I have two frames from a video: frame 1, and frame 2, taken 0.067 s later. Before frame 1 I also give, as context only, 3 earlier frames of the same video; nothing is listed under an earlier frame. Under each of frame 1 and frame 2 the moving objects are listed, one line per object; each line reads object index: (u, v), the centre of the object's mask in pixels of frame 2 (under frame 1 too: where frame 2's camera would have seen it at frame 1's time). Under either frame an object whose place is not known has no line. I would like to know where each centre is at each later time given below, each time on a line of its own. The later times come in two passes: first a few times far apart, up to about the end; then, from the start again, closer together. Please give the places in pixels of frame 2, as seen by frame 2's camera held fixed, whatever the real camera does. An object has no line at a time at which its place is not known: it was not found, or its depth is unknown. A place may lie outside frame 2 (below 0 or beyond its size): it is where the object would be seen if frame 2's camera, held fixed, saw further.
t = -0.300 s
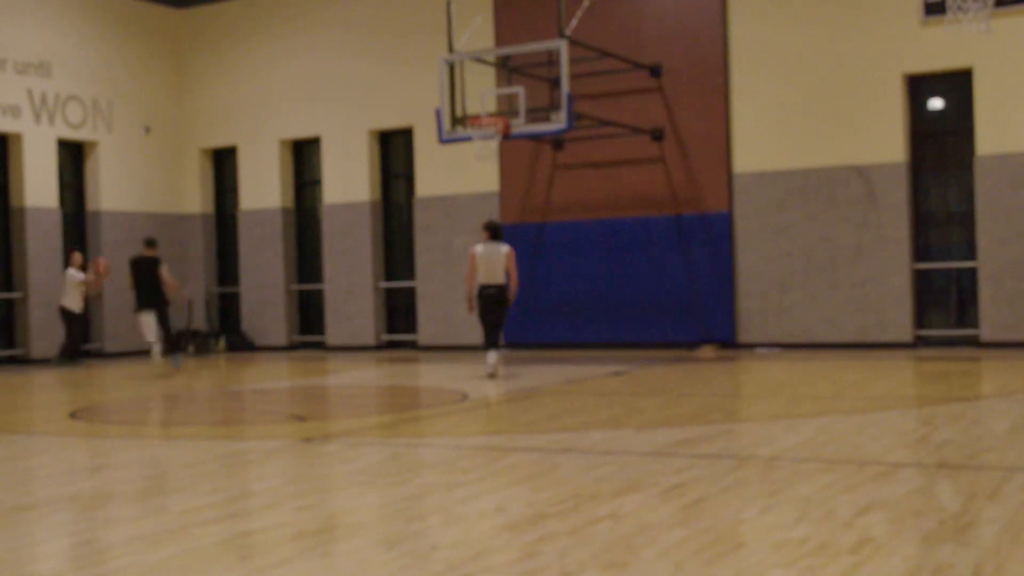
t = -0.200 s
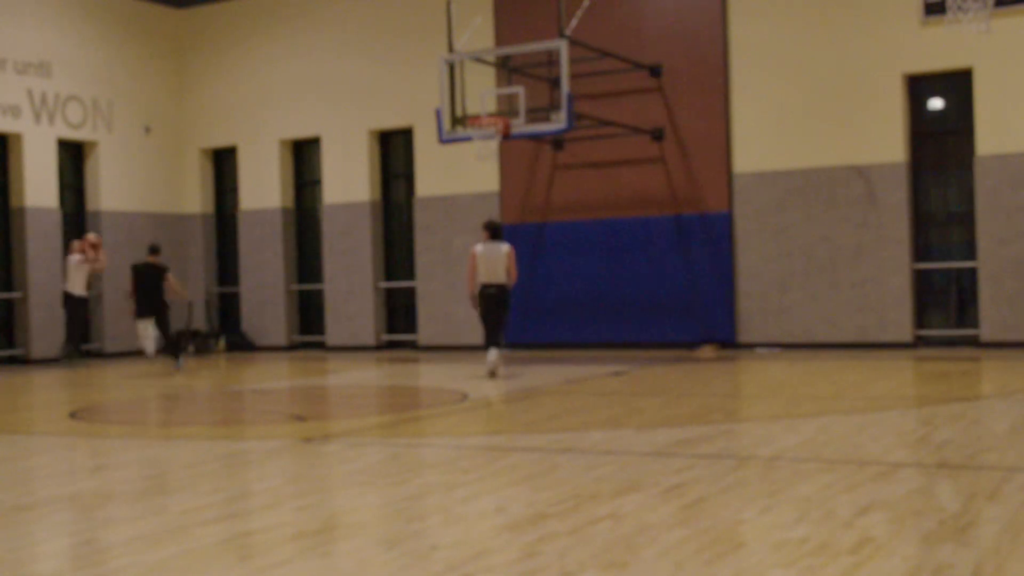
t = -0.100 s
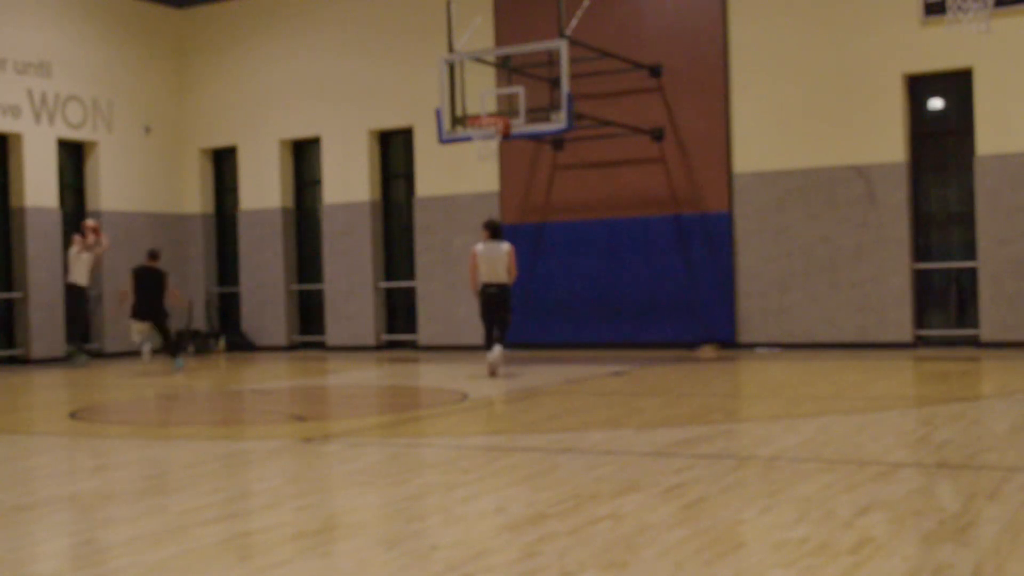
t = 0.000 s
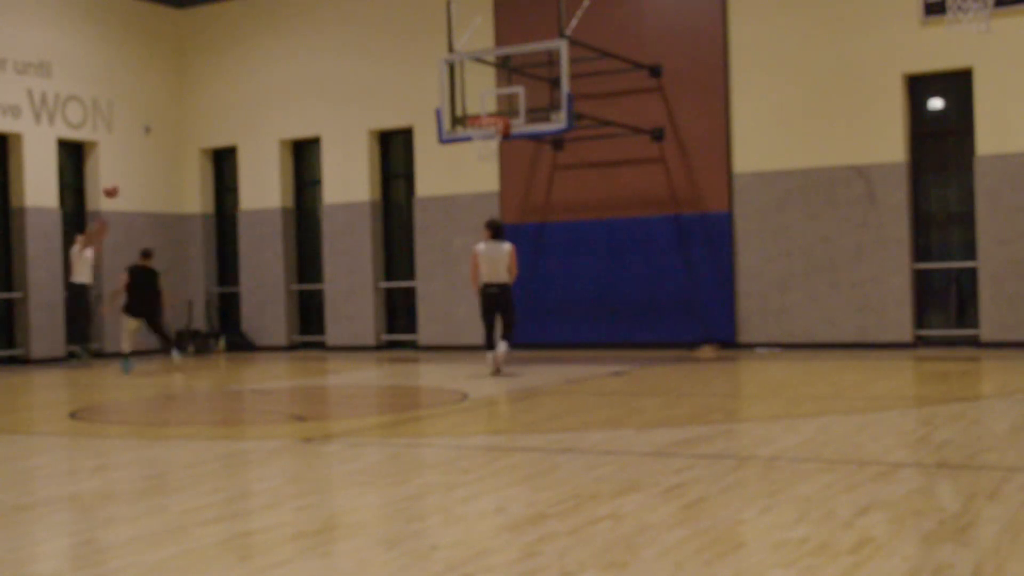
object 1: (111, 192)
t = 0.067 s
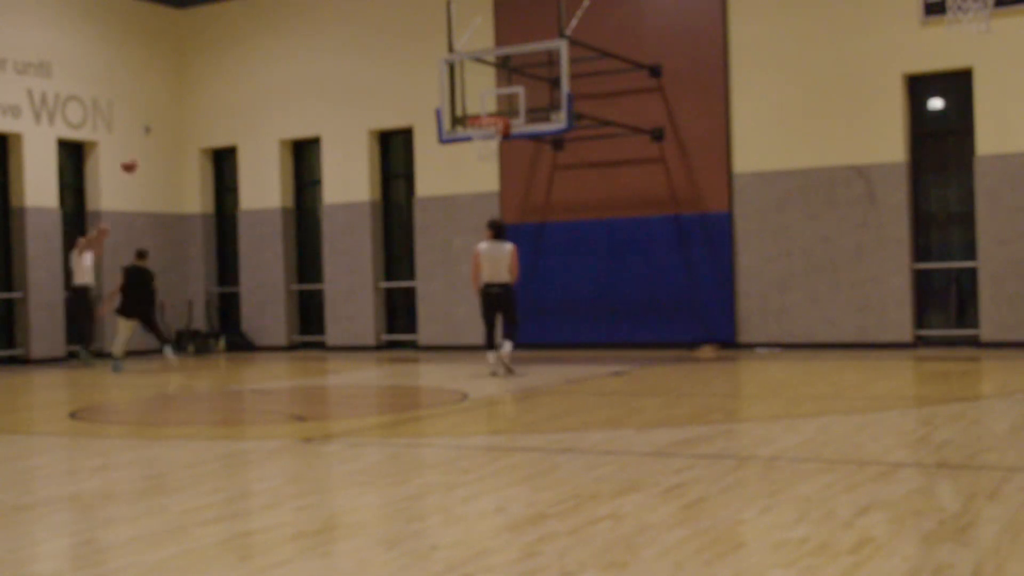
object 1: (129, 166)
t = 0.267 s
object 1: (185, 103)
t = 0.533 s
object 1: (268, 58)
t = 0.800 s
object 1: (359, 62)
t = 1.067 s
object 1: (460, 121)
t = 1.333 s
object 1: (415, 233)
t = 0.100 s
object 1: (138, 155)
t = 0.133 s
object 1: (147, 139)
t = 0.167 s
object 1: (156, 131)
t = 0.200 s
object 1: (166, 121)
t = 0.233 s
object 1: (175, 112)
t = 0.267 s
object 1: (185, 103)
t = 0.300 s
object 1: (195, 95)
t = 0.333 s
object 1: (206, 88)
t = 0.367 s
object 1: (217, 81)
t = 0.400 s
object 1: (226, 75)
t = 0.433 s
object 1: (237, 70)
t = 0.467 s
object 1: (247, 65)
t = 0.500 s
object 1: (258, 62)
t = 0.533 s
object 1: (268, 58)
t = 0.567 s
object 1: (279, 56)
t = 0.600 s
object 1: (290, 54)
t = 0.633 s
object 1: (301, 53)
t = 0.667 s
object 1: (312, 53)
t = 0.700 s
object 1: (323, 54)
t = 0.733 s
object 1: (335, 56)
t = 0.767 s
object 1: (347, 59)
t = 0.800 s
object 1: (359, 62)
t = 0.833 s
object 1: (370, 67)
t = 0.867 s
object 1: (383, 72)
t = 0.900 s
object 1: (395, 77)
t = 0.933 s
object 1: (408, 84)
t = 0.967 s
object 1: (420, 92)
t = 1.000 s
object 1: (433, 101)
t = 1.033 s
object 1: (446, 111)
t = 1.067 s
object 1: (460, 121)
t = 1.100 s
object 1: (455, 130)
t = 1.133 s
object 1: (449, 141)
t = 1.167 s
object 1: (443, 157)
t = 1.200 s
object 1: (438, 169)
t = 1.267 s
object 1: (426, 200)
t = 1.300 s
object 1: (421, 215)
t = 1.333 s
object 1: (415, 233)
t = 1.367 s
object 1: (410, 252)
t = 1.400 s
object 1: (405, 271)
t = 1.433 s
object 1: (400, 294)
